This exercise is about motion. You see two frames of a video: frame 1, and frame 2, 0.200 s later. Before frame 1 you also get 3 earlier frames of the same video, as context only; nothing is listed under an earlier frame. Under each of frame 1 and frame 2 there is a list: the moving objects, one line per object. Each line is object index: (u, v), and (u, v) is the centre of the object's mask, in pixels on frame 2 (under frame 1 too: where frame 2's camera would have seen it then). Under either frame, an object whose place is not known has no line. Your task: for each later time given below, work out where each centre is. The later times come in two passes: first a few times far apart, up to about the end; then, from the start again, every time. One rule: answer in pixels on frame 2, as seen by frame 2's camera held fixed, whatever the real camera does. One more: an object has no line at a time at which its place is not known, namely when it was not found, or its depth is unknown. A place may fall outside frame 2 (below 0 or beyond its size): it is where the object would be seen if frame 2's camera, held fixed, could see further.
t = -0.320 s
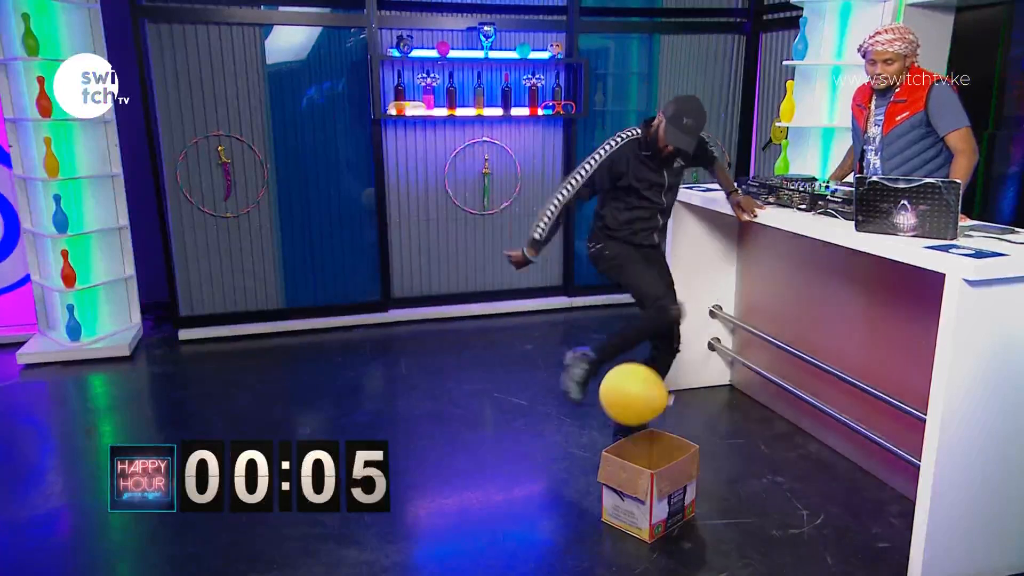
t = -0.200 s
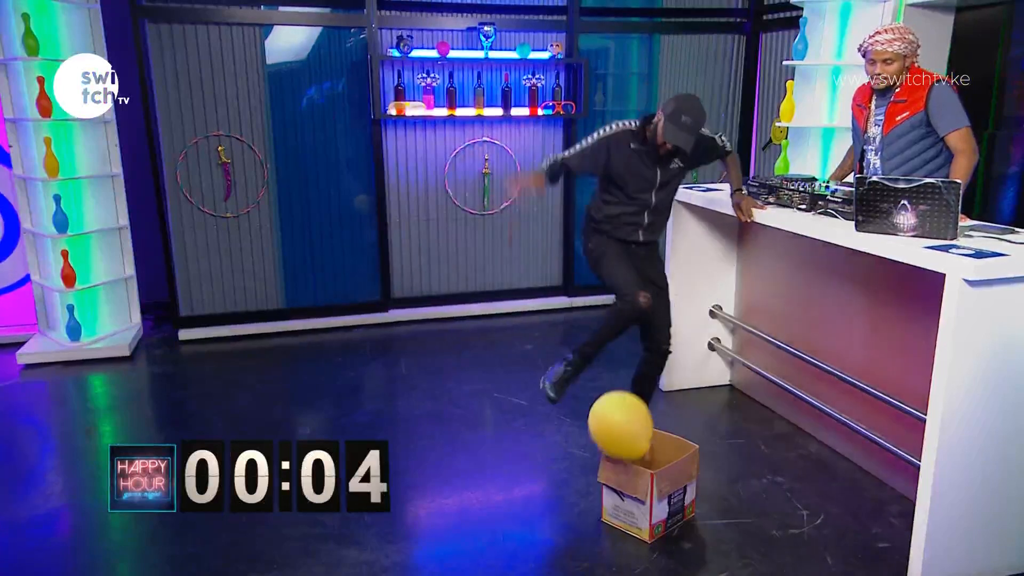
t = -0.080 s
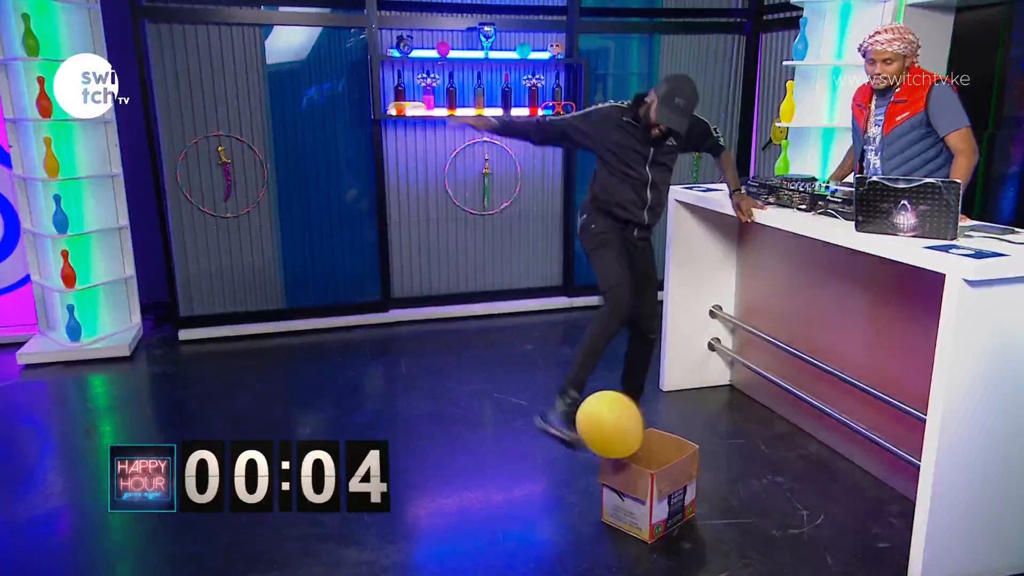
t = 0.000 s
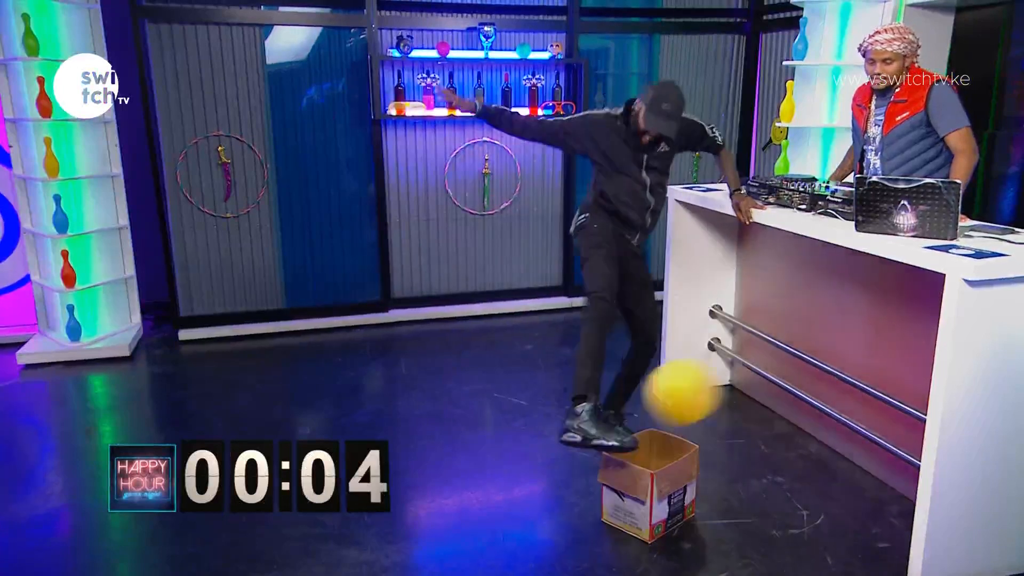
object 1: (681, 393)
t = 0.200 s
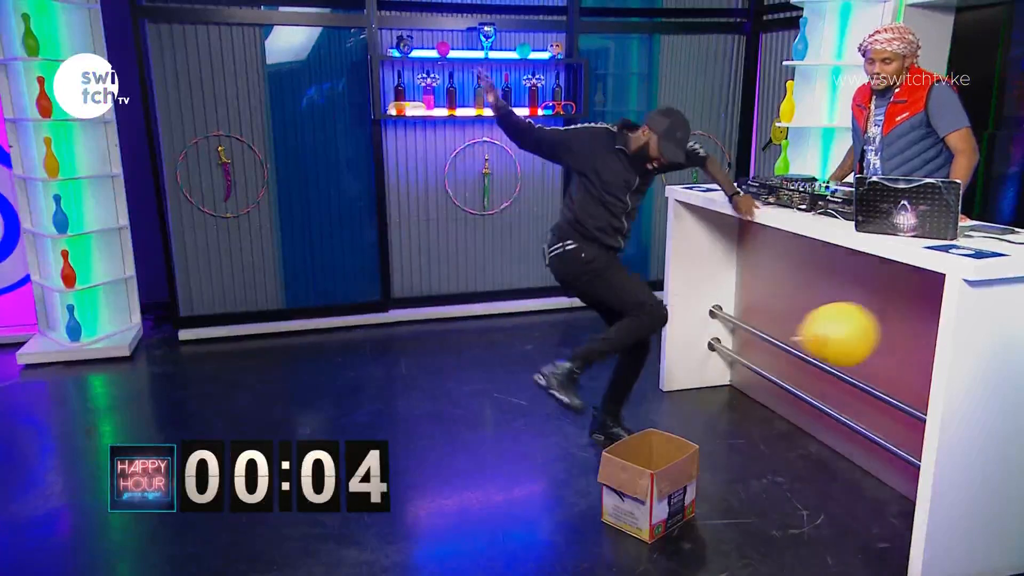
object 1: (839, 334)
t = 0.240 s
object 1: (862, 330)
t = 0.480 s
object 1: (906, 353)
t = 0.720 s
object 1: (873, 410)
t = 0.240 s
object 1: (862, 330)
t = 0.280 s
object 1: (881, 329)
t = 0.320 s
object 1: (896, 330)
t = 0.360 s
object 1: (906, 332)
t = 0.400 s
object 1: (912, 335)
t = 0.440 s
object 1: (910, 344)
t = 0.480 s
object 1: (906, 353)
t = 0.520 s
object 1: (902, 362)
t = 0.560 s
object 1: (897, 371)
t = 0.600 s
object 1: (892, 380)
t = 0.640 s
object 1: (885, 389)
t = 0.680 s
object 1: (879, 399)
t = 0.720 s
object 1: (873, 410)
